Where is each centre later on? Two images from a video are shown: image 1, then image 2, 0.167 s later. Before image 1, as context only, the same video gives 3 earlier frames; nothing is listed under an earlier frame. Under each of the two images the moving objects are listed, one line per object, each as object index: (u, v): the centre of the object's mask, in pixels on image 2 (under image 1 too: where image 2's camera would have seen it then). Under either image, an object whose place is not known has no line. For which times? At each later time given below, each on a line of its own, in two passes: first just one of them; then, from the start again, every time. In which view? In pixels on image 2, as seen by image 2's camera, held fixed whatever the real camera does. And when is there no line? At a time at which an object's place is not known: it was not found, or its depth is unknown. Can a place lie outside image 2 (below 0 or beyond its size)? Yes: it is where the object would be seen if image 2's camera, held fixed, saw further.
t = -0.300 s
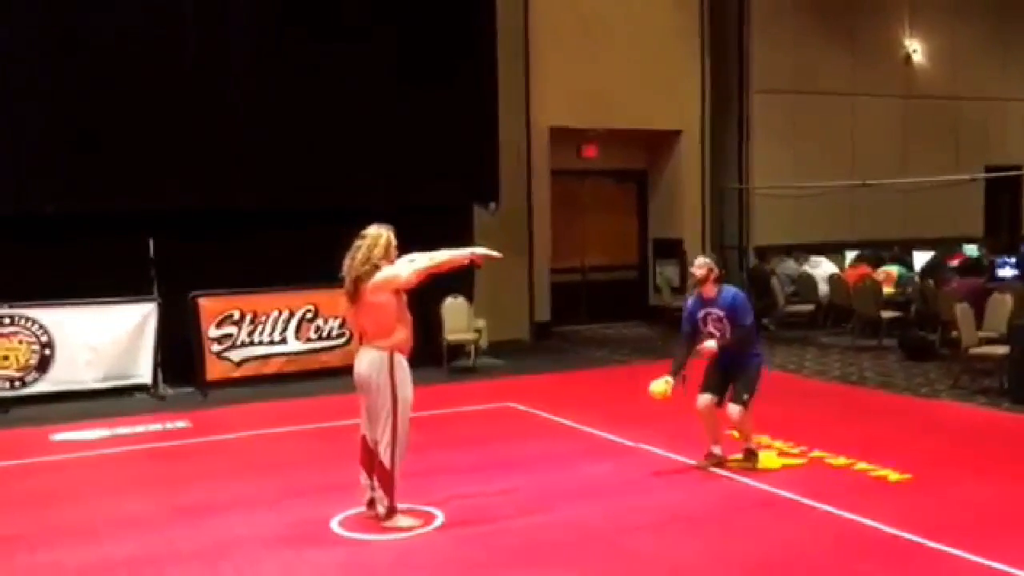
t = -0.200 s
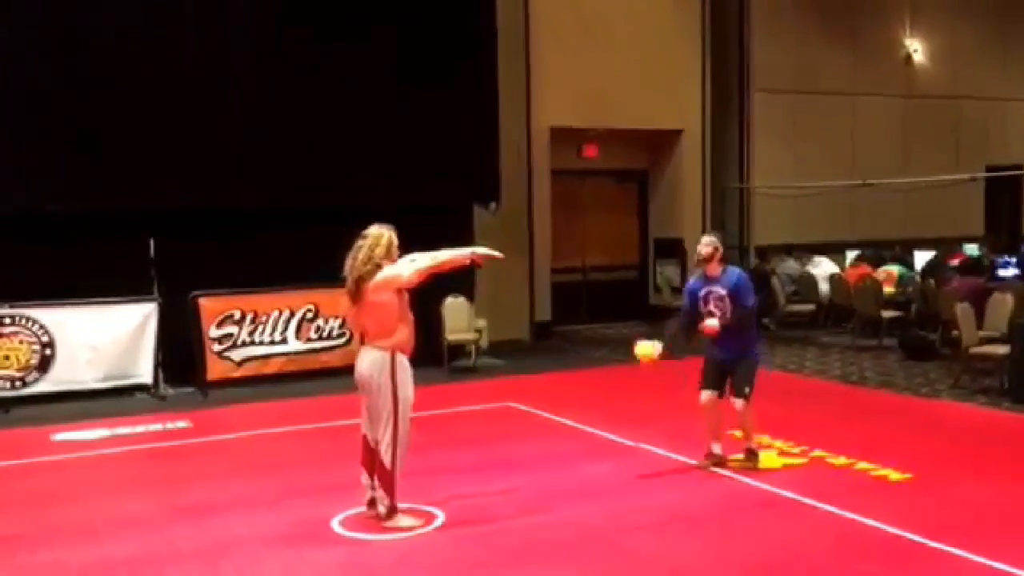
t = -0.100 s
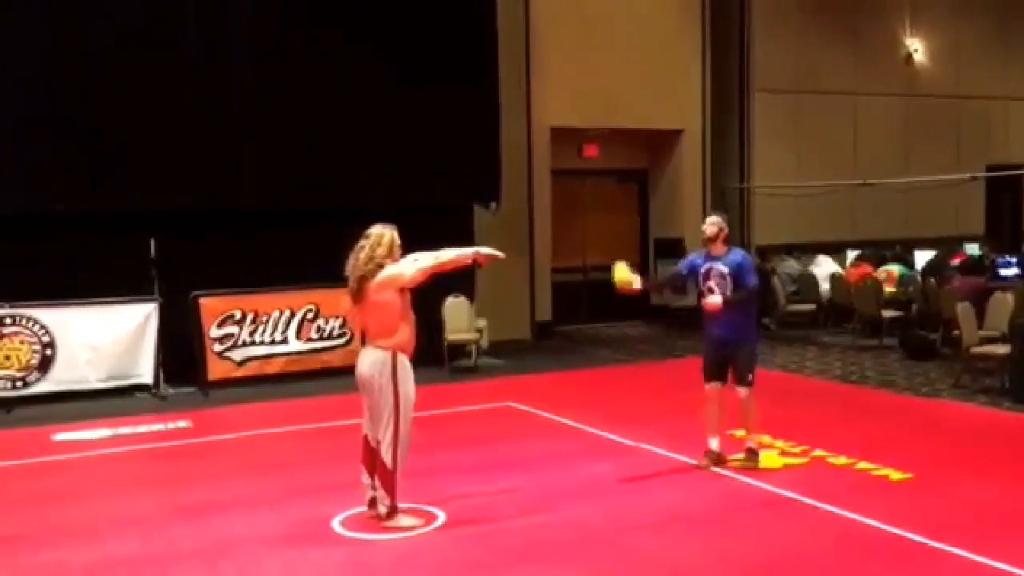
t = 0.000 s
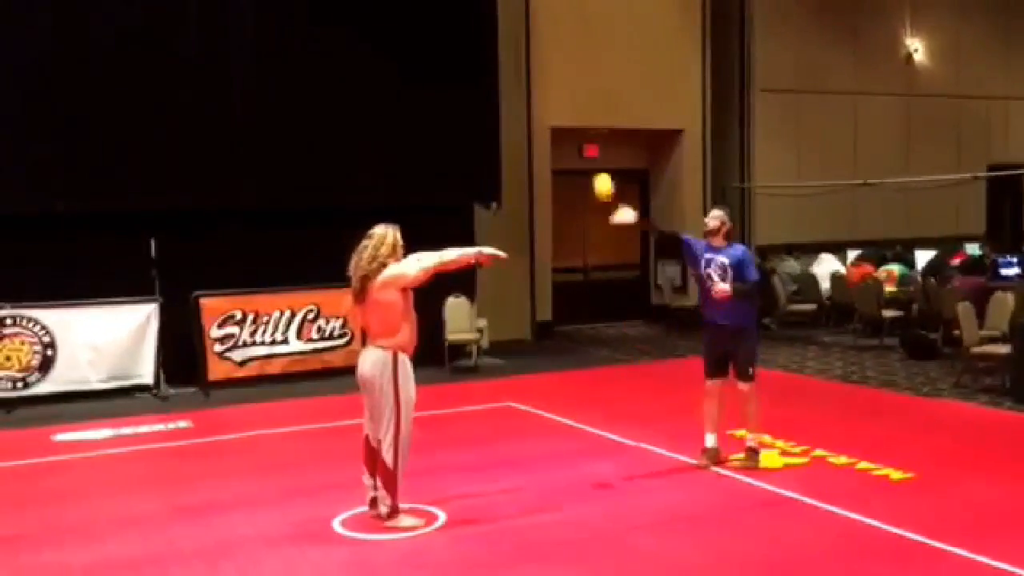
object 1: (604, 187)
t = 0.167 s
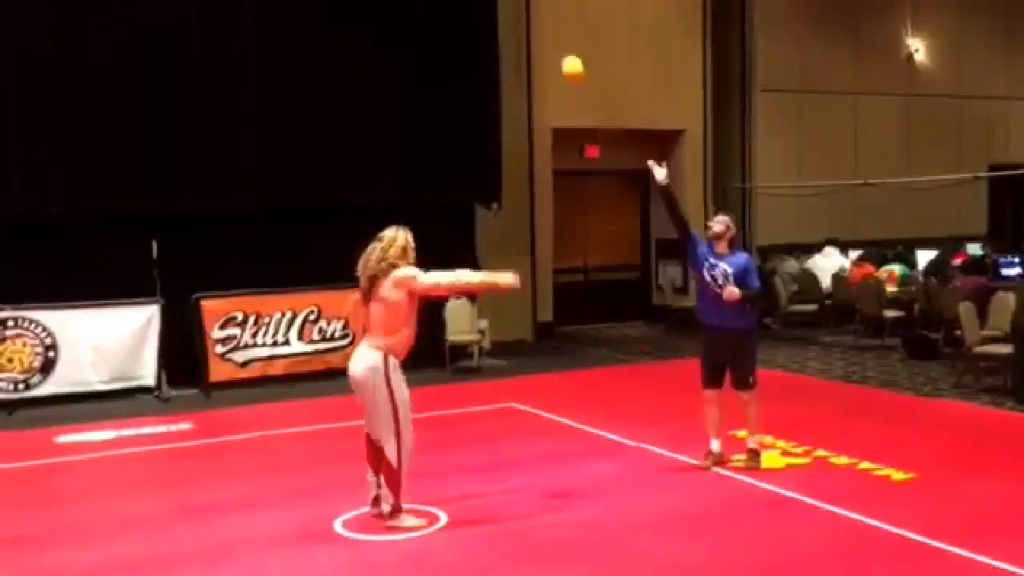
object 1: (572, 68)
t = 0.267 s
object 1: (553, 13)
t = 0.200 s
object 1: (566, 48)
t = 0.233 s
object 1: (560, 30)
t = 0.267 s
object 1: (553, 13)
